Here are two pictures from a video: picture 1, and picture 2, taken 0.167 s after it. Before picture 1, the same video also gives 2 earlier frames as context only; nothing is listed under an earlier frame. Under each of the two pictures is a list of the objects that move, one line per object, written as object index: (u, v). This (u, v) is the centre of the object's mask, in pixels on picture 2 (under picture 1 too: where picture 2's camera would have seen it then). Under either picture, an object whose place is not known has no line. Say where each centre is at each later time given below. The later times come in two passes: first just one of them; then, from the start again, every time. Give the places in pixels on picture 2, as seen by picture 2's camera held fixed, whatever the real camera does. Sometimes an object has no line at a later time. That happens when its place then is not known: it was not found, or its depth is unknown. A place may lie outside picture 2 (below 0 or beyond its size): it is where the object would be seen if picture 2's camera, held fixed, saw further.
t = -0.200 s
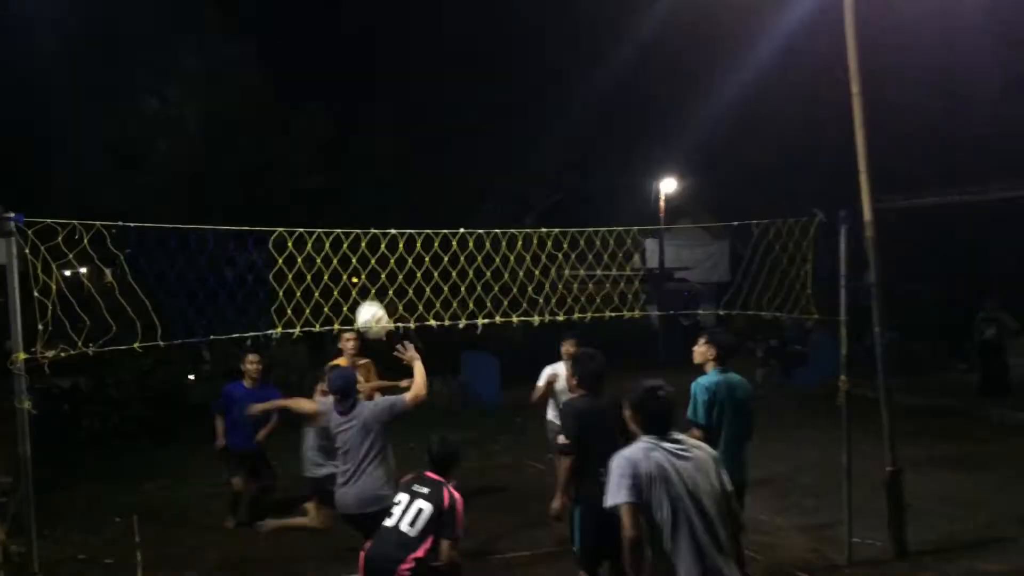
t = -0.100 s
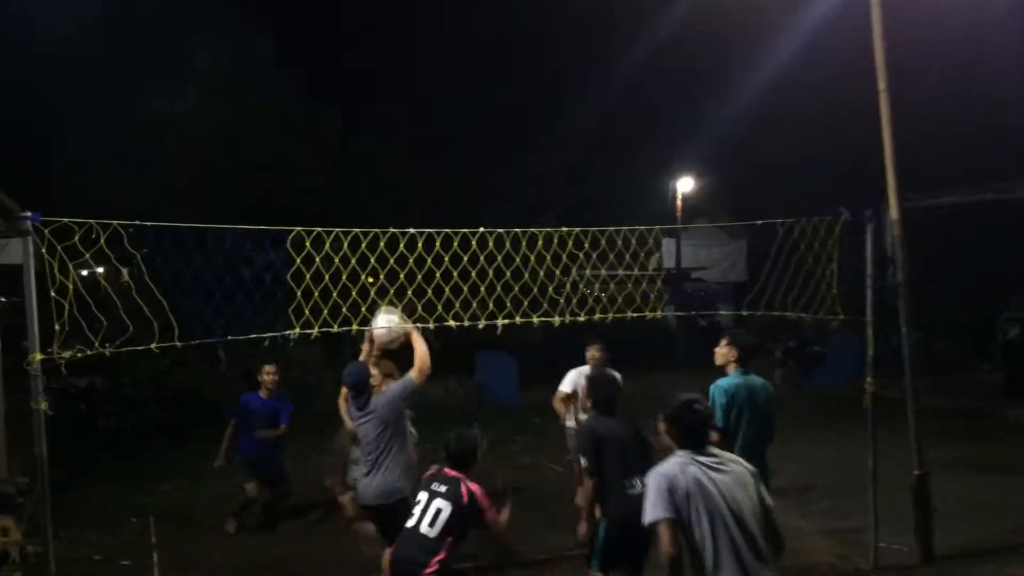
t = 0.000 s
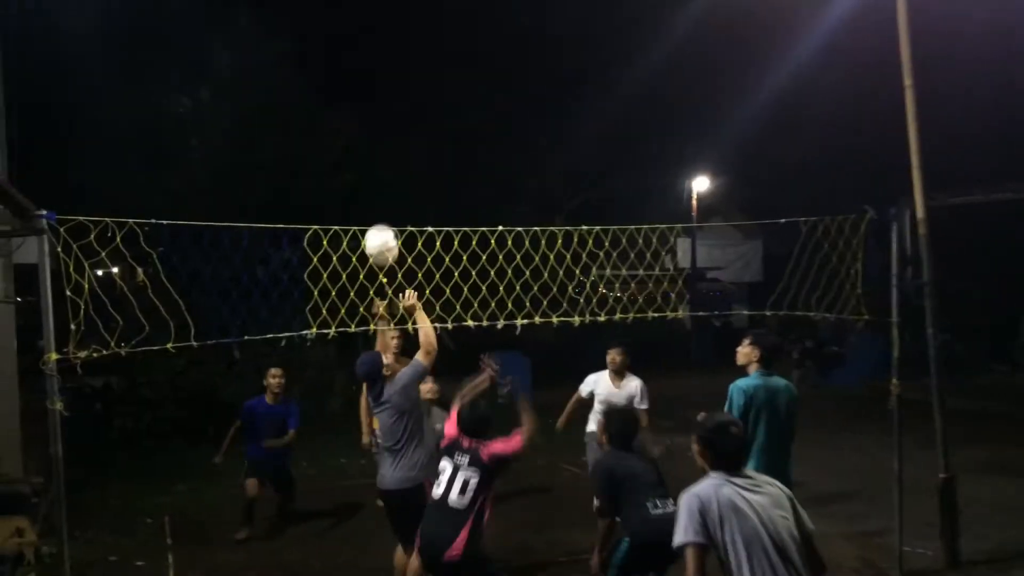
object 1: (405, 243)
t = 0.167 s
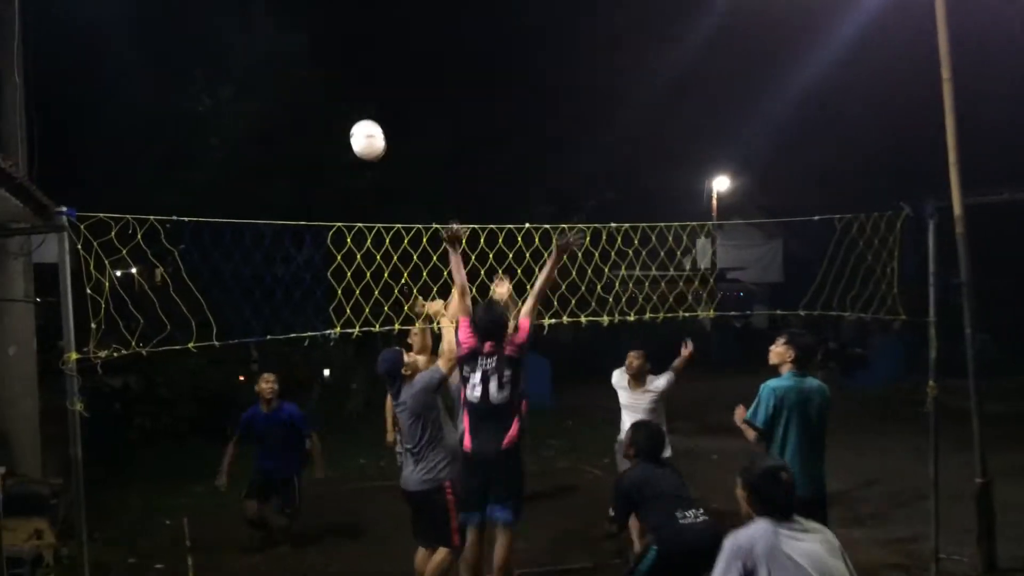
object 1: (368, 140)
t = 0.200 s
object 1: (361, 123)
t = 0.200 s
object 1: (361, 123)
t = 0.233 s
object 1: (354, 109)
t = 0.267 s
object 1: (348, 97)
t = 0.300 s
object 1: (342, 87)
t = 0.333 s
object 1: (335, 77)
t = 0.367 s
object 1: (329, 71)
